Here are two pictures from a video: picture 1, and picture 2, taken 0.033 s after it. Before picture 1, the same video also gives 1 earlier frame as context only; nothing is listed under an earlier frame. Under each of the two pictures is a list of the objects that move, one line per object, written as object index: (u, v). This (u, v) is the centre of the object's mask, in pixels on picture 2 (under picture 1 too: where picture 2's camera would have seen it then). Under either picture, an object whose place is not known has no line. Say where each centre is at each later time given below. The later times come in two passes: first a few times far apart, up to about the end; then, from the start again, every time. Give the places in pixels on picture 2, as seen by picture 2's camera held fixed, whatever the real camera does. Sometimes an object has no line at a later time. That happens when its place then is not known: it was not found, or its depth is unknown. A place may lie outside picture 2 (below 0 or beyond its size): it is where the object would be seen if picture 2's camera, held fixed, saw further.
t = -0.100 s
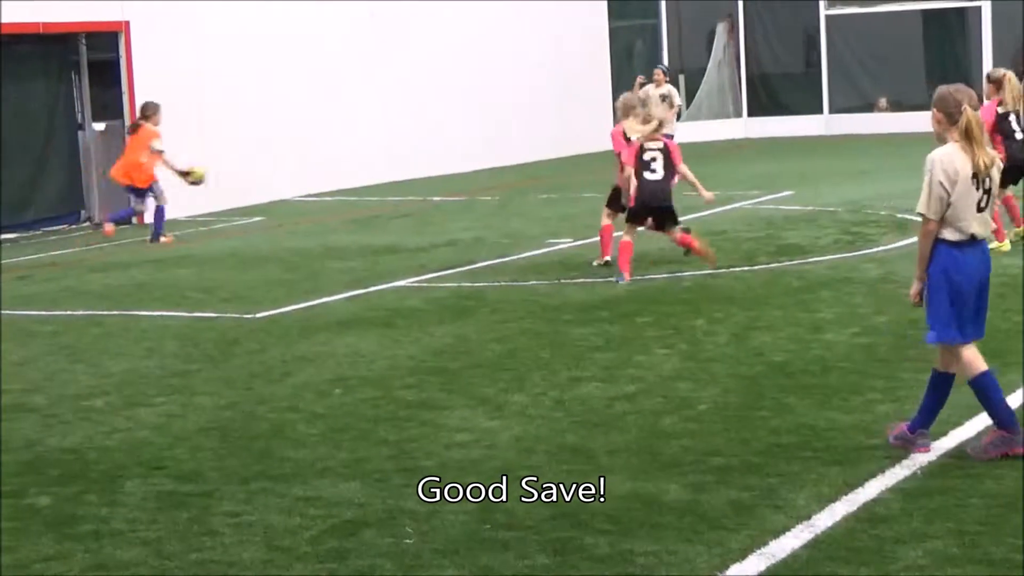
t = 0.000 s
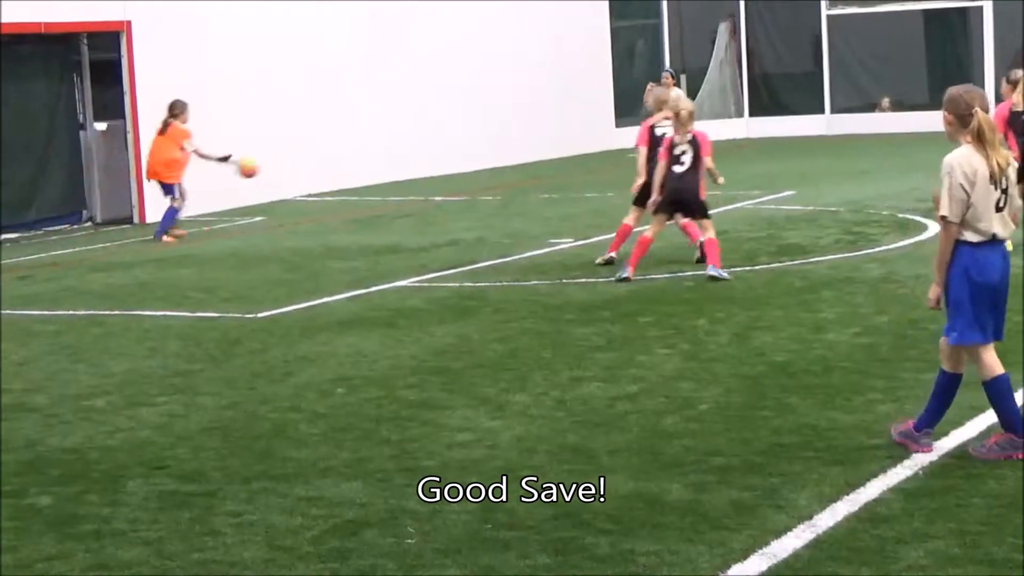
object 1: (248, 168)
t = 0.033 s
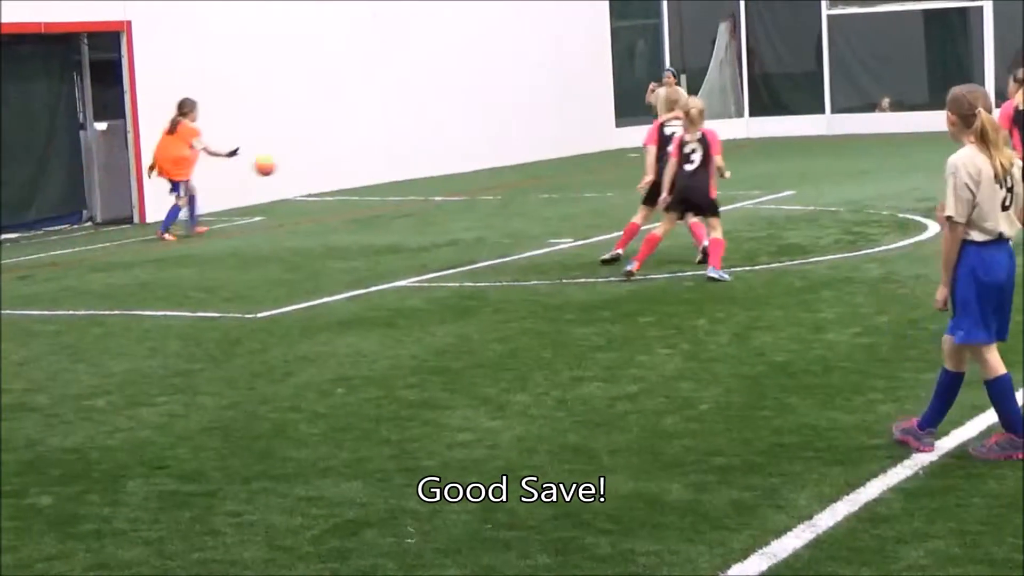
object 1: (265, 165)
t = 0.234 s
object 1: (361, 180)
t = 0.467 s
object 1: (444, 184)
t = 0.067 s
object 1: (281, 165)
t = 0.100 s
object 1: (298, 166)
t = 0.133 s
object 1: (314, 168)
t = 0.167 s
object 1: (329, 171)
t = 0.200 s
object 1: (346, 175)
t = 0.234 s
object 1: (361, 180)
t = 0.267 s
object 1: (376, 186)
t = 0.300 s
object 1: (395, 191)
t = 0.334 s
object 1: (409, 198)
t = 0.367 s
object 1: (423, 201)
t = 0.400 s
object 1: (429, 194)
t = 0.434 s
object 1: (437, 187)
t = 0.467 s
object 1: (444, 184)
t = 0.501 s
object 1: (453, 180)
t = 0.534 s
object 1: (462, 176)
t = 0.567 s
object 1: (462, 176)
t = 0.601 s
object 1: (460, 175)
